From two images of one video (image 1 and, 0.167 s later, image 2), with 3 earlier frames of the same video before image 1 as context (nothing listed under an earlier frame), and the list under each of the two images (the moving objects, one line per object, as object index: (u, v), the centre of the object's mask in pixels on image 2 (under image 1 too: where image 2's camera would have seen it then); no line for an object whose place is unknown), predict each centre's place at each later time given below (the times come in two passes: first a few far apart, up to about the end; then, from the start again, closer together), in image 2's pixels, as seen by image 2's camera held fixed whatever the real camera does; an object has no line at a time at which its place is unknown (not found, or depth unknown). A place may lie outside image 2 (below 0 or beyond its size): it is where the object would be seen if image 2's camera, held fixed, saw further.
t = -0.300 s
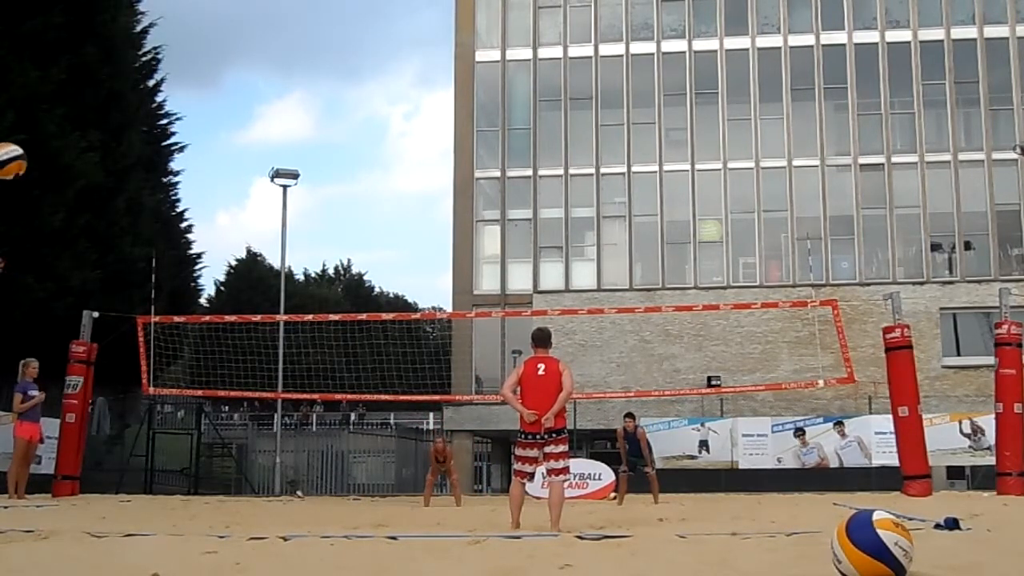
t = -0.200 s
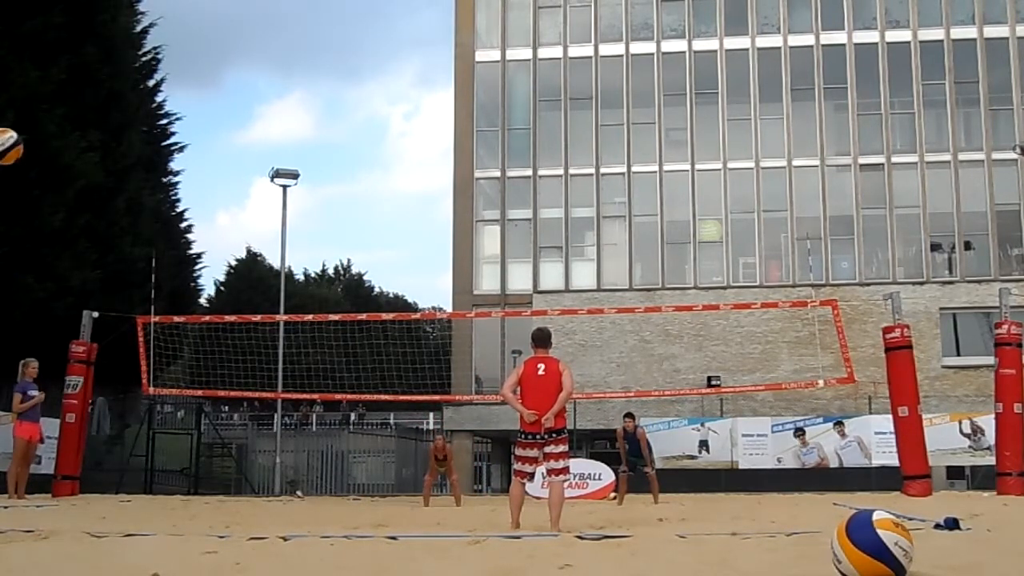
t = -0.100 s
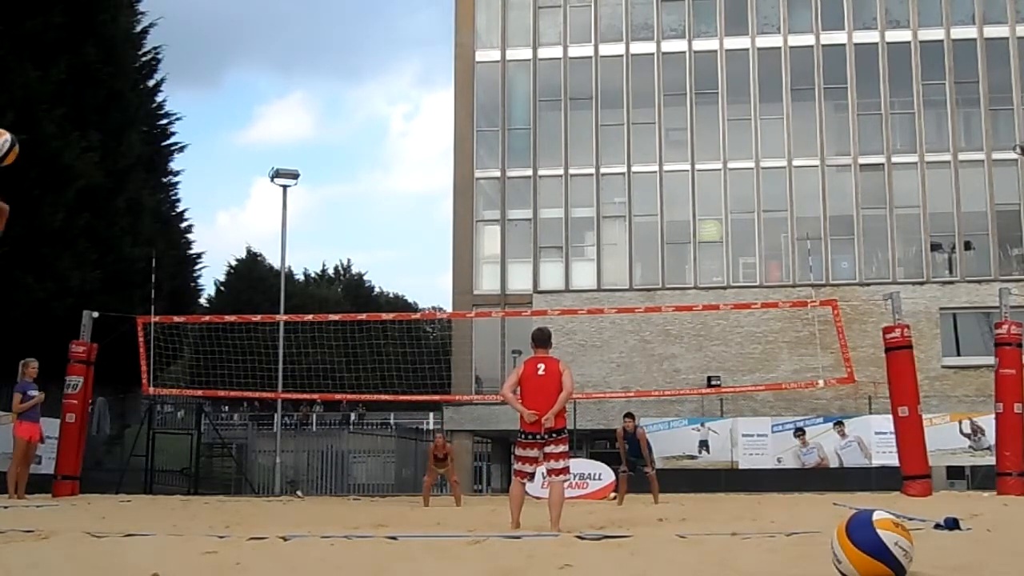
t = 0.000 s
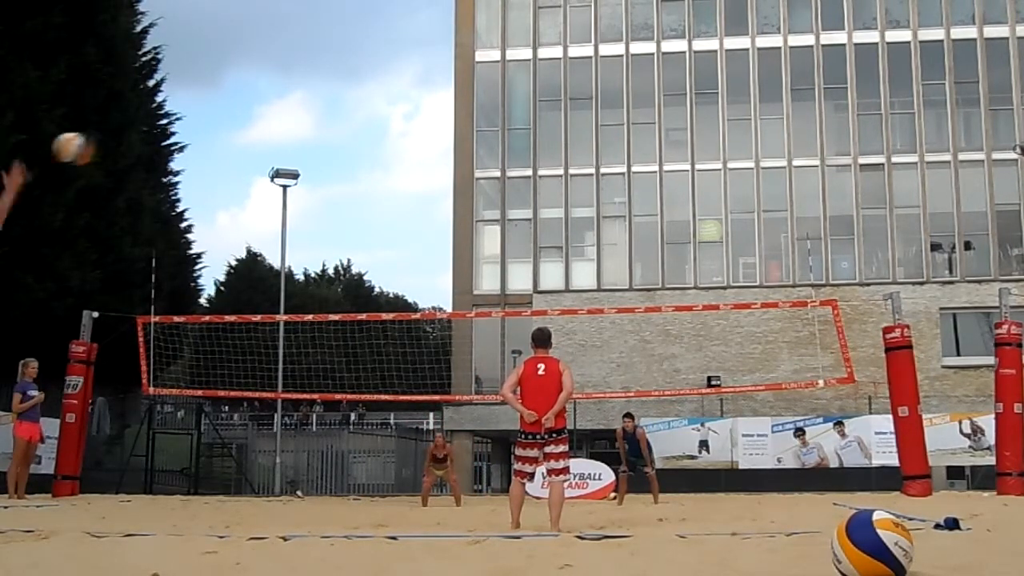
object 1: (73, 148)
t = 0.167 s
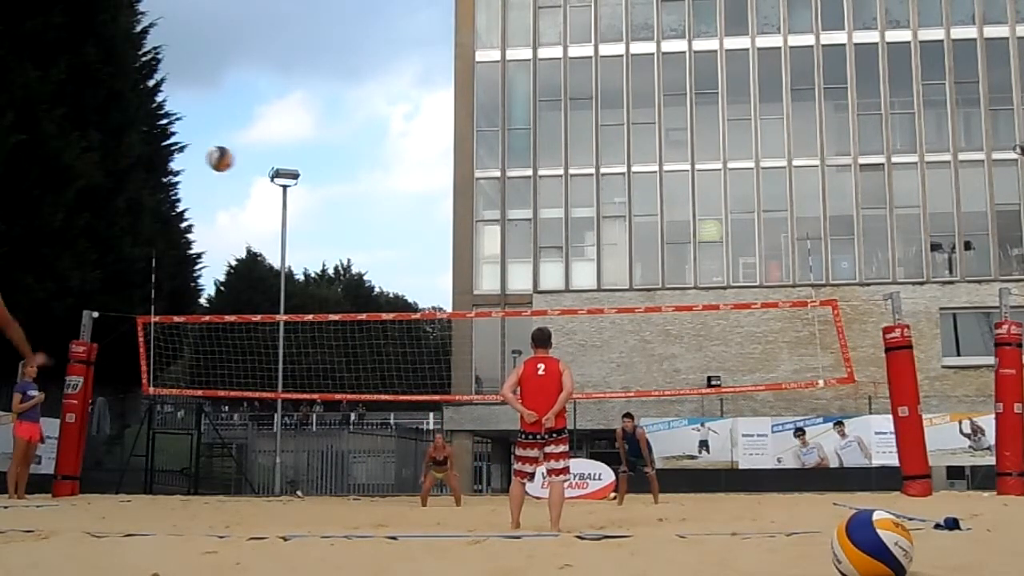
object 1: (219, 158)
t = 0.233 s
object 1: (258, 168)
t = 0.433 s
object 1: (342, 212)
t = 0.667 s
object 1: (406, 278)
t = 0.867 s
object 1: (450, 345)
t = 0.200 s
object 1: (240, 163)
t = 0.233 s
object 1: (258, 168)
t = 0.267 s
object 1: (275, 174)
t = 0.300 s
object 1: (292, 181)
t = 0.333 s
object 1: (305, 188)
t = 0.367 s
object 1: (318, 196)
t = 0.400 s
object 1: (330, 204)
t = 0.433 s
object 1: (342, 212)
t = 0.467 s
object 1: (352, 220)
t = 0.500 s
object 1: (363, 229)
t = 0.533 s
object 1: (372, 239)
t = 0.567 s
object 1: (381, 248)
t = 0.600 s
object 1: (390, 258)
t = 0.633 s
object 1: (399, 268)
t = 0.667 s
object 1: (406, 278)
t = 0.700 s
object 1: (414, 288)
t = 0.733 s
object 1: (422, 299)
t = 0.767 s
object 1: (430, 307)
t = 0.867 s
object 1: (450, 345)
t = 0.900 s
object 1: (456, 357)
